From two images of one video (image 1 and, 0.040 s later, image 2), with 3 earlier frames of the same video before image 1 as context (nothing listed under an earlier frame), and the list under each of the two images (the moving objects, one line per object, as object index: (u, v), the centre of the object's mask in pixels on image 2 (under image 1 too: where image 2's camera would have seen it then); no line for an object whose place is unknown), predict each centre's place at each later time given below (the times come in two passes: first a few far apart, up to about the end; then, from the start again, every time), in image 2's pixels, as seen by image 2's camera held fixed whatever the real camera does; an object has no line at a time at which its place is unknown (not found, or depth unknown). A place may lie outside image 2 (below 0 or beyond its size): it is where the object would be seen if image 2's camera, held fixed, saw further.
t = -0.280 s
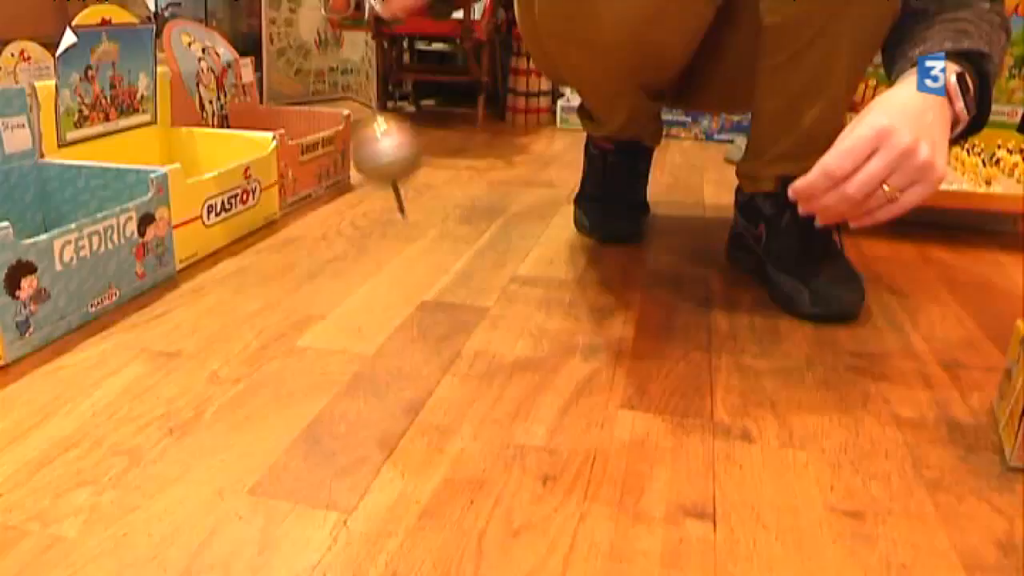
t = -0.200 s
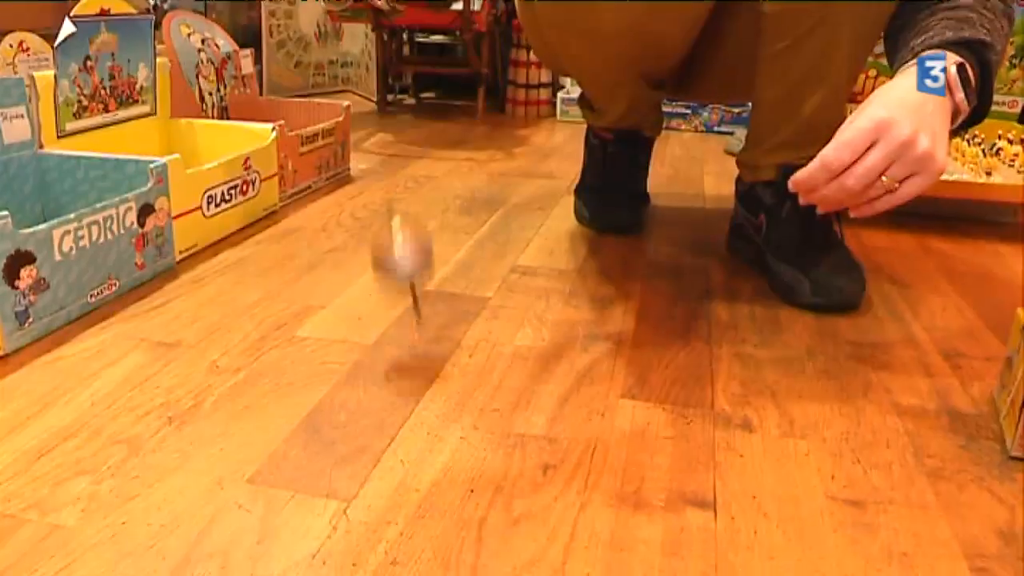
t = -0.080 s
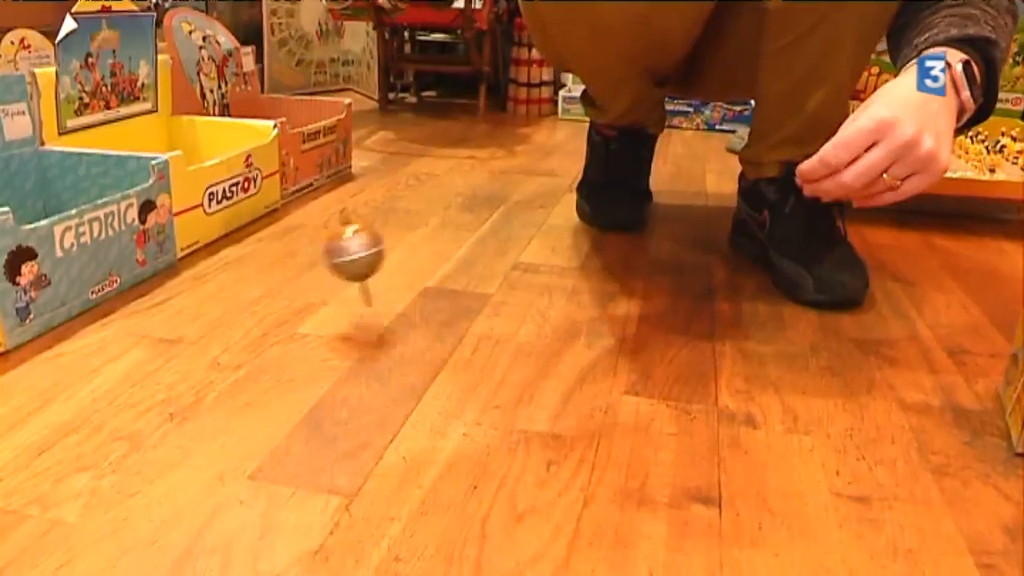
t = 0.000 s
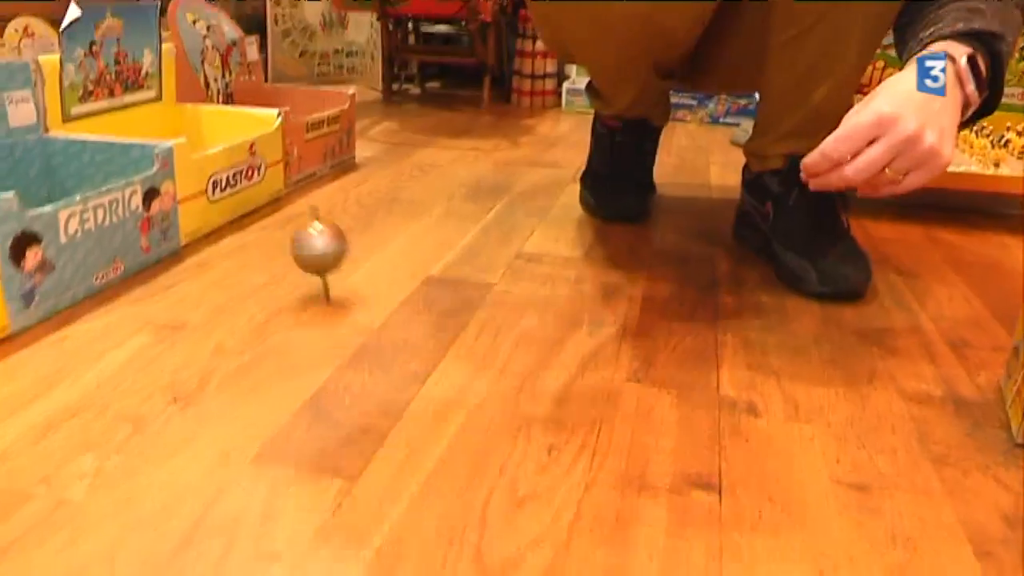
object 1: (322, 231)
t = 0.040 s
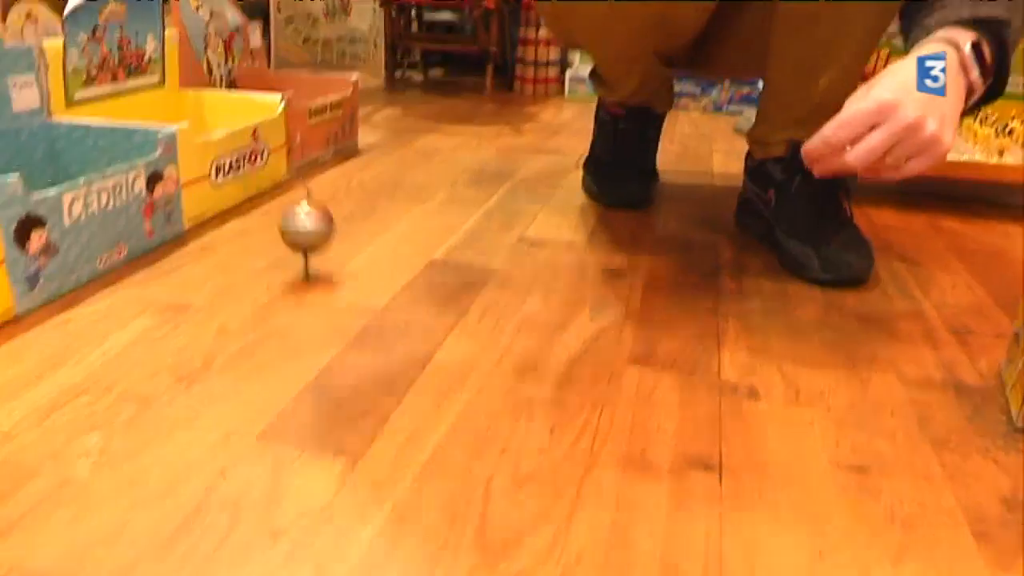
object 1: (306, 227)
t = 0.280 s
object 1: (273, 214)
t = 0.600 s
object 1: (313, 201)
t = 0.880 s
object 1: (362, 205)
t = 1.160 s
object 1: (352, 219)
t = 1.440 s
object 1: (298, 221)
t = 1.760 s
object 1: (291, 204)
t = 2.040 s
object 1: (338, 200)
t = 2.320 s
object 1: (362, 208)
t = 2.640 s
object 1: (330, 216)
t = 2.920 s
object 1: (310, 208)
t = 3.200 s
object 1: (334, 201)
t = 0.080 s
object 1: (295, 224)
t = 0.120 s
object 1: (286, 223)
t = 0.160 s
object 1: (281, 221)
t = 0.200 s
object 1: (278, 220)
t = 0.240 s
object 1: (275, 216)
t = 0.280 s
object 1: (273, 214)
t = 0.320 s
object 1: (273, 212)
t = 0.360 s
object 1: (276, 209)
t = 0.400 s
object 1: (279, 208)
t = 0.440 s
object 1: (284, 207)
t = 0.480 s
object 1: (289, 203)
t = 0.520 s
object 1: (296, 203)
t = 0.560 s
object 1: (304, 201)
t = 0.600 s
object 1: (313, 201)
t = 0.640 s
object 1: (321, 200)
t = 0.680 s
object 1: (329, 201)
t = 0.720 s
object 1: (337, 200)
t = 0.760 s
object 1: (345, 200)
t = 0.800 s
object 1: (352, 202)
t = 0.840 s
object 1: (358, 204)
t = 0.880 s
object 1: (362, 205)
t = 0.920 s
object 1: (366, 207)
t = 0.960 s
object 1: (367, 209)
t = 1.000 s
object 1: (367, 211)
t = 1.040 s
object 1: (365, 213)
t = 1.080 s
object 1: (362, 215)
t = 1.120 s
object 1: (358, 217)
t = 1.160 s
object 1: (352, 219)
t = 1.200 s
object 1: (346, 221)
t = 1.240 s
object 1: (338, 222)
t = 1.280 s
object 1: (329, 222)
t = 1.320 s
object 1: (321, 223)
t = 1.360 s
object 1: (313, 223)
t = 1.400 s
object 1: (305, 222)
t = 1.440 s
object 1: (298, 221)
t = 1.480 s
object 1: (292, 219)
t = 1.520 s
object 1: (287, 217)
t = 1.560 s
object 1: (284, 215)
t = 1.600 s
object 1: (283, 213)
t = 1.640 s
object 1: (283, 211)
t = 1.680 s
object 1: (284, 209)
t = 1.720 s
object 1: (287, 207)
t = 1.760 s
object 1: (291, 204)
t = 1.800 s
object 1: (297, 203)
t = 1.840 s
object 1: (303, 201)
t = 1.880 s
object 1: (309, 201)
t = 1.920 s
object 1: (316, 200)
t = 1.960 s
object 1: (323, 200)
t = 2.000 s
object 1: (330, 199)
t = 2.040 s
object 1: (338, 200)
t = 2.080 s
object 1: (344, 200)
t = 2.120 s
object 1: (350, 201)
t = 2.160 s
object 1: (355, 203)
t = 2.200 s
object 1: (359, 204)
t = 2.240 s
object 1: (361, 205)
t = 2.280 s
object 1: (363, 207)
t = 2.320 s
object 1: (362, 208)
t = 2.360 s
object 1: (361, 210)
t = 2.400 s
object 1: (359, 212)
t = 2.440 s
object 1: (355, 212)
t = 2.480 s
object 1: (351, 214)
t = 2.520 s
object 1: (346, 215)
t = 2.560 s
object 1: (341, 215)
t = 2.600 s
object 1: (335, 216)
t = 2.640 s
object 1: (330, 216)
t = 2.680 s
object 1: (325, 215)
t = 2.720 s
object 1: (320, 214)
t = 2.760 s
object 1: (316, 213)
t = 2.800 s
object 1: (313, 213)
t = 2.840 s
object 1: (310, 210)
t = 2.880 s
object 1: (309, 209)
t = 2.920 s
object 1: (310, 208)
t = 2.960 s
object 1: (311, 206)
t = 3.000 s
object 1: (313, 205)
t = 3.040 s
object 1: (316, 204)
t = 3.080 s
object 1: (320, 204)
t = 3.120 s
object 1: (324, 203)
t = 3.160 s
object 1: (329, 202)
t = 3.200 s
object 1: (334, 201)
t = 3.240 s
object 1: (338, 202)
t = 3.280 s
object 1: (343, 202)
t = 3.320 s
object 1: (347, 202)
